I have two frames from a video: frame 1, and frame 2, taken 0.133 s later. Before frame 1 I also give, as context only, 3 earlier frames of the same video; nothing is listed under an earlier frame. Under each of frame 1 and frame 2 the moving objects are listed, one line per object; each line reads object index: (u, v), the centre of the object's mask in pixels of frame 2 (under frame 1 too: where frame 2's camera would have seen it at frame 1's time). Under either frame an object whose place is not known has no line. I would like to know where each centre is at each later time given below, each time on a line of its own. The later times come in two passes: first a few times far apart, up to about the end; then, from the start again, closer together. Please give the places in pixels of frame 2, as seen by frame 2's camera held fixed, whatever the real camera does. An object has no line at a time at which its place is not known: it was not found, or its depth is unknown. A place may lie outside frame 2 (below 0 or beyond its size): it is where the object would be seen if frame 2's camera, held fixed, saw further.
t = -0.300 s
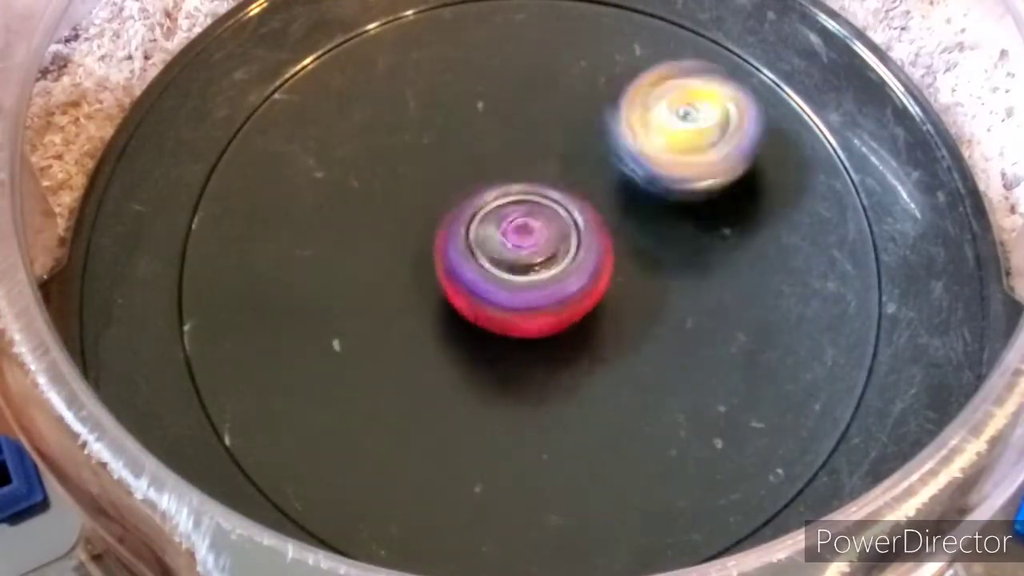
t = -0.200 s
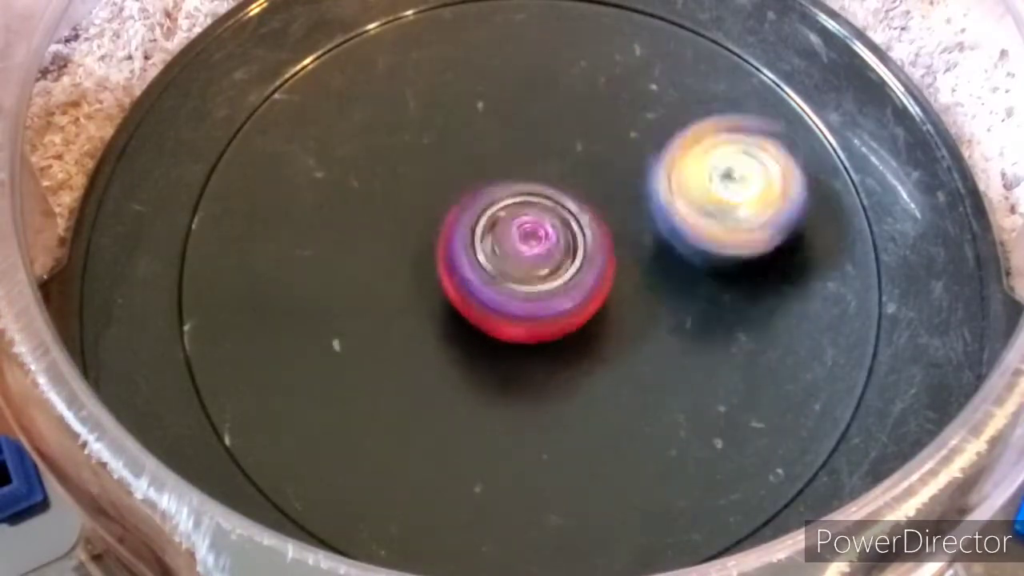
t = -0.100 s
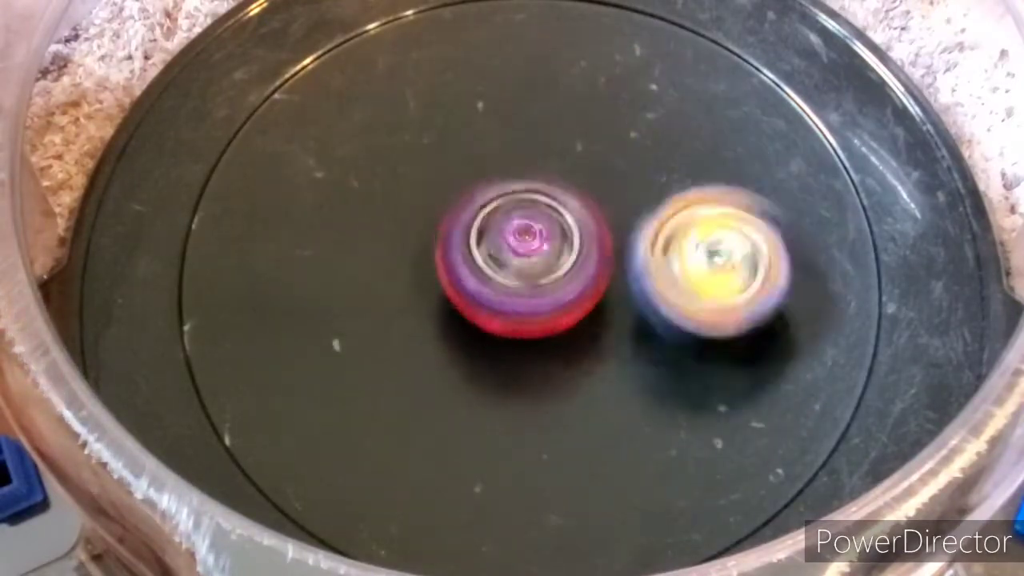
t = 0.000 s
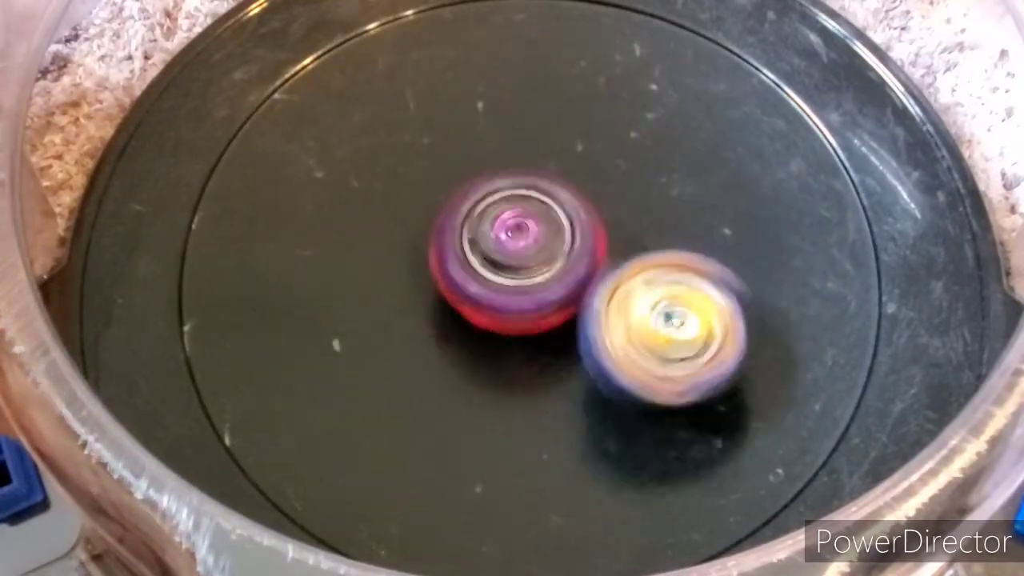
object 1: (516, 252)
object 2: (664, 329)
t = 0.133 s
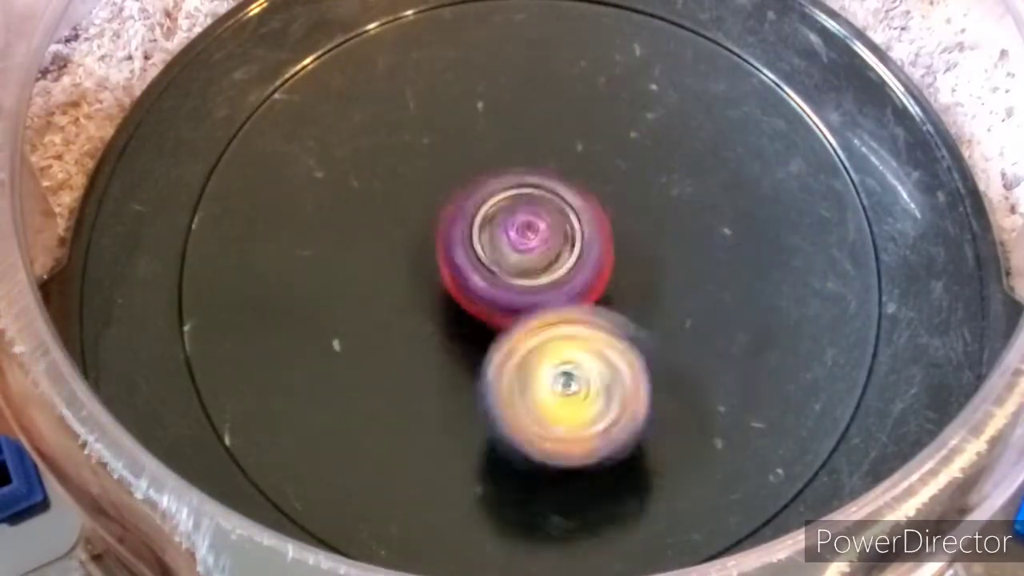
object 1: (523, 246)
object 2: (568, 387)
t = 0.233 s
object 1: (521, 236)
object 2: (480, 399)
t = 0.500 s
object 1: (523, 229)
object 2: (339, 278)
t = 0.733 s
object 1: (533, 244)
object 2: (399, 136)
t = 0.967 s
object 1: (528, 245)
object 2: (545, 89)
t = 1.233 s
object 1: (513, 250)
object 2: (680, 207)
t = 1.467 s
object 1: (512, 252)
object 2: (638, 354)
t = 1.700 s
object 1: (523, 236)
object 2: (457, 396)
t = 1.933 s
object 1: (534, 237)
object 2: (343, 295)
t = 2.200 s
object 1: (617, 240)
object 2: (365, 150)
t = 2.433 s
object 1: (624, 234)
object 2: (462, 104)
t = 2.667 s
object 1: (634, 275)
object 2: (530, 125)
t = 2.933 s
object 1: (585, 355)
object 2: (517, 197)
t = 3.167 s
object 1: (580, 362)
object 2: (459, 225)
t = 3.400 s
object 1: (548, 356)
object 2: (438, 211)
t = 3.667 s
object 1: (523, 337)
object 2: (484, 163)
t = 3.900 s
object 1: (525, 340)
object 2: (548, 169)
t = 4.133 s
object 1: (534, 350)
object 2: (545, 164)
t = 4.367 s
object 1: (508, 321)
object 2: (548, 166)
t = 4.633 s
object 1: (457, 286)
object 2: (576, 158)
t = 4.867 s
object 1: (454, 243)
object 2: (598, 163)
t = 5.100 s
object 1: (463, 211)
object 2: (654, 195)
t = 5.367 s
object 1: (497, 209)
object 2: (672, 236)
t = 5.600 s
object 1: (483, 219)
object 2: (675, 252)
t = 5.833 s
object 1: (483, 203)
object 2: (608, 253)
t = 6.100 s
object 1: (468, 217)
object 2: (593, 269)
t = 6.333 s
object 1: (465, 217)
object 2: (586, 276)
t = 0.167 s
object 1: (523, 245)
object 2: (537, 390)
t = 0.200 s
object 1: (523, 242)
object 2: (505, 395)
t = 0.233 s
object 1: (521, 236)
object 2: (480, 399)
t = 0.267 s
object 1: (522, 230)
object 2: (450, 398)
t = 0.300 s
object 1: (526, 229)
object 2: (418, 394)
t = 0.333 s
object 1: (527, 229)
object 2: (391, 383)
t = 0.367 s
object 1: (529, 230)
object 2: (370, 370)
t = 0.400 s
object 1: (525, 231)
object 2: (353, 347)
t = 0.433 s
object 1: (524, 229)
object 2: (341, 327)
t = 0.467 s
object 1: (523, 230)
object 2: (336, 302)
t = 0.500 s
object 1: (523, 229)
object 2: (339, 278)
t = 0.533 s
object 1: (525, 230)
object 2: (346, 255)
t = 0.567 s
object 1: (526, 231)
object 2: (358, 232)
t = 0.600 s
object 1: (528, 233)
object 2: (368, 213)
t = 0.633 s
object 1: (532, 237)
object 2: (372, 195)
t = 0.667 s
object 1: (537, 240)
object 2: (381, 174)
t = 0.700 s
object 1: (536, 242)
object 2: (389, 155)
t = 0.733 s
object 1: (533, 244)
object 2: (399, 136)
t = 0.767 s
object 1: (532, 244)
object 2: (411, 119)
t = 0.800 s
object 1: (531, 245)
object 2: (430, 103)
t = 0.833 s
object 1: (530, 244)
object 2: (450, 92)
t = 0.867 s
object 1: (530, 244)
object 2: (474, 85)
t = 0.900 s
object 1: (530, 243)
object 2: (497, 82)
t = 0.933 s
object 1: (530, 244)
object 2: (521, 84)
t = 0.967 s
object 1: (528, 245)
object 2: (545, 89)
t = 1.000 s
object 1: (526, 244)
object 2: (567, 99)
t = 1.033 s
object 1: (524, 249)
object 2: (590, 109)
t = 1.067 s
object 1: (521, 252)
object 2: (610, 117)
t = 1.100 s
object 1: (518, 251)
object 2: (628, 131)
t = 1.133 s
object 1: (514, 250)
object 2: (648, 146)
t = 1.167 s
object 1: (514, 250)
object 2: (662, 163)
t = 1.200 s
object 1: (513, 251)
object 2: (673, 184)
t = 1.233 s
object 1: (513, 250)
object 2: (680, 207)
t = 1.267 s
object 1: (513, 251)
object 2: (684, 230)
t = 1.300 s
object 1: (513, 251)
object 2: (684, 250)
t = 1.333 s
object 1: (513, 251)
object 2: (680, 272)
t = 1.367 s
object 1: (512, 252)
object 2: (673, 295)
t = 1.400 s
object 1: (512, 252)
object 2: (665, 315)
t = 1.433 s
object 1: (513, 253)
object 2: (652, 336)
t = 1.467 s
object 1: (512, 252)
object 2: (638, 354)
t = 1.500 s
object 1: (512, 250)
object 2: (616, 370)
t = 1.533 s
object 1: (513, 250)
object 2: (593, 383)
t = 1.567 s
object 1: (513, 249)
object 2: (567, 388)
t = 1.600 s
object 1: (514, 247)
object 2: (538, 388)
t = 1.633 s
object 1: (516, 245)
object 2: (511, 388)
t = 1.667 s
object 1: (520, 241)
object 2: (483, 393)
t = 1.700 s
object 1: (523, 236)
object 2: (457, 396)
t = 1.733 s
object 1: (527, 235)
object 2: (434, 396)
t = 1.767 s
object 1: (530, 237)
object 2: (406, 389)
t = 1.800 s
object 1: (533, 238)
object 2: (382, 378)
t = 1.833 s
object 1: (533, 237)
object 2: (364, 361)
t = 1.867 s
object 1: (533, 237)
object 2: (350, 342)
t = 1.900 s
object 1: (534, 237)
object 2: (342, 319)
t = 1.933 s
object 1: (534, 237)
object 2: (343, 295)
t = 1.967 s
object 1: (535, 237)
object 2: (349, 272)
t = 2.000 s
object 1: (537, 238)
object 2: (358, 249)
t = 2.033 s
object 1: (539, 237)
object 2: (369, 231)
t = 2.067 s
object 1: (543, 239)
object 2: (383, 213)
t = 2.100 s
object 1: (569, 239)
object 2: (370, 196)
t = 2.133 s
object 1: (589, 238)
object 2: (365, 183)
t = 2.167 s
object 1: (604, 239)
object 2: (364, 167)
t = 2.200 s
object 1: (617, 240)
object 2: (365, 150)
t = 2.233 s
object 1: (626, 238)
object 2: (365, 134)
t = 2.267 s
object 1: (631, 239)
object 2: (372, 118)
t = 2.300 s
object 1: (632, 239)
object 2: (384, 107)
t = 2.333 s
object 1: (631, 235)
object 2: (399, 98)
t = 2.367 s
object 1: (629, 235)
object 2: (419, 96)
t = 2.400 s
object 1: (626, 235)
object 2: (440, 99)
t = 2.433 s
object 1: (624, 234)
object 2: (462, 104)
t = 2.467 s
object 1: (620, 231)
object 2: (483, 113)
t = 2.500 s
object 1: (620, 230)
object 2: (502, 123)
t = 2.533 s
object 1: (625, 235)
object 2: (515, 128)
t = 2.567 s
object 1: (636, 249)
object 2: (511, 123)
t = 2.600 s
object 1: (643, 260)
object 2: (514, 122)
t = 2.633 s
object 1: (641, 269)
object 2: (520, 122)
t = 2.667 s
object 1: (634, 275)
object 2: (530, 125)
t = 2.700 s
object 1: (628, 284)
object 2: (541, 133)
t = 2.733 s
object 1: (622, 294)
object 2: (548, 144)
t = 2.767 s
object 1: (617, 302)
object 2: (548, 157)
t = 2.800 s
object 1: (610, 313)
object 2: (545, 169)
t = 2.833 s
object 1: (604, 327)
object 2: (542, 175)
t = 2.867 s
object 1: (596, 336)
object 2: (535, 180)
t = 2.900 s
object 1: (590, 346)
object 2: (525, 190)
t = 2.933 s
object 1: (585, 355)
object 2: (517, 197)
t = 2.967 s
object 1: (582, 361)
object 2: (506, 202)
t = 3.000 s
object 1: (579, 365)
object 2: (496, 206)
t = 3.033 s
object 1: (578, 366)
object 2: (487, 213)
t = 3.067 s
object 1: (579, 367)
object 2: (483, 215)
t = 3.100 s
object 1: (581, 366)
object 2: (473, 218)
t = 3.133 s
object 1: (582, 363)
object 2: (465, 222)
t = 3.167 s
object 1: (580, 362)
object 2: (459, 225)
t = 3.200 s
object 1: (578, 360)
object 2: (456, 227)
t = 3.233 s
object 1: (574, 358)
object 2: (451, 228)
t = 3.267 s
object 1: (567, 355)
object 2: (449, 230)
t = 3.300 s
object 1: (557, 352)
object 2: (449, 231)
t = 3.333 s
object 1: (556, 356)
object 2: (443, 223)
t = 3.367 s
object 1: (552, 358)
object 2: (437, 217)
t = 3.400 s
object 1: (548, 356)
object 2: (438, 211)
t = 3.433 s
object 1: (545, 350)
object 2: (438, 204)
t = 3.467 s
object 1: (540, 345)
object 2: (440, 199)
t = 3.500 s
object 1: (534, 341)
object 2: (441, 193)
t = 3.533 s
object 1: (529, 336)
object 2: (450, 191)
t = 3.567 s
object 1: (527, 328)
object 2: (461, 187)
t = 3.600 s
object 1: (523, 325)
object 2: (470, 181)
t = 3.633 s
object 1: (523, 333)
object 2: (474, 171)
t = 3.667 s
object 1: (523, 337)
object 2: (484, 163)
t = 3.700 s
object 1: (523, 336)
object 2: (495, 157)
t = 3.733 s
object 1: (524, 334)
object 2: (507, 154)
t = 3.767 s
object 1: (523, 332)
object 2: (518, 157)
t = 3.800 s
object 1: (523, 330)
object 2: (530, 164)
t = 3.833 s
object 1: (526, 326)
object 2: (536, 172)
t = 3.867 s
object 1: (529, 326)
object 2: (545, 179)
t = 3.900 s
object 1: (525, 340)
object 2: (548, 169)
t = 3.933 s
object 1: (522, 351)
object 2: (547, 165)
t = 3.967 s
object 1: (522, 356)
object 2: (547, 163)
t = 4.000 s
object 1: (525, 360)
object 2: (549, 162)
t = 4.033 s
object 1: (527, 361)
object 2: (553, 160)
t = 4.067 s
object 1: (532, 359)
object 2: (553, 159)
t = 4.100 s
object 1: (533, 356)
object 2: (548, 159)
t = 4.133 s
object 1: (534, 350)
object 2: (545, 164)
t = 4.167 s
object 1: (533, 342)
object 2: (545, 172)
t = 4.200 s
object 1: (532, 333)
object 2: (549, 177)
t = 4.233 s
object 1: (526, 330)
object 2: (553, 177)
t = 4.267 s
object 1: (520, 333)
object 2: (554, 166)
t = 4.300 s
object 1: (516, 330)
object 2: (551, 161)
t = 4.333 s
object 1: (512, 325)
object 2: (547, 163)
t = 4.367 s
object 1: (508, 321)
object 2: (548, 166)
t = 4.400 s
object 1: (503, 315)
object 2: (556, 171)
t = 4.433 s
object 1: (497, 309)
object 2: (565, 170)
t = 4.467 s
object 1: (490, 302)
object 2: (567, 172)
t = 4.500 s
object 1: (485, 295)
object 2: (566, 171)
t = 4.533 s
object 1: (478, 289)
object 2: (565, 170)
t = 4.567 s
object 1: (469, 290)
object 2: (568, 167)
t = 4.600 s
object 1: (462, 291)
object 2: (572, 162)
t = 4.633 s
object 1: (457, 286)
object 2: (576, 158)
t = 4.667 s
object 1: (453, 281)
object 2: (583, 154)
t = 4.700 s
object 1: (450, 276)
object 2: (588, 154)
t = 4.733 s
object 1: (447, 271)
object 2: (594, 153)
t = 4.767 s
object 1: (447, 265)
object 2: (597, 153)
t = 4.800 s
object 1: (449, 257)
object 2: (597, 154)
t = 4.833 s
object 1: (452, 249)
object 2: (599, 159)
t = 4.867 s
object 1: (454, 243)
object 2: (598, 163)
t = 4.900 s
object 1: (459, 238)
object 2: (601, 170)
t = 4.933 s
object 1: (462, 233)
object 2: (604, 176)
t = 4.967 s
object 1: (460, 228)
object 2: (618, 182)
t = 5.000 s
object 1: (460, 224)
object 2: (630, 187)
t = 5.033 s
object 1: (461, 221)
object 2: (637, 191)
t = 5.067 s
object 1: (462, 217)
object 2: (647, 193)
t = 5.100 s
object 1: (463, 211)
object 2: (654, 195)
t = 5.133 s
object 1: (464, 208)
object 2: (659, 202)
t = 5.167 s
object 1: (468, 206)
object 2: (665, 205)
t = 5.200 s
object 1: (473, 205)
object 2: (669, 209)
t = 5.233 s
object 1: (480, 202)
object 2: (673, 211)
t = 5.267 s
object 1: (487, 201)
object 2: (669, 214)
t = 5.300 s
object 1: (495, 203)
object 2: (666, 219)
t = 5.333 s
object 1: (501, 206)
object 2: (659, 229)
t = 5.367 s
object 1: (497, 209)
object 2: (672, 236)
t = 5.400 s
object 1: (493, 217)
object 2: (683, 242)
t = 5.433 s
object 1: (488, 223)
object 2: (691, 245)
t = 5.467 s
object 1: (483, 229)
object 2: (697, 249)
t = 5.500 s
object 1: (481, 229)
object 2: (698, 251)
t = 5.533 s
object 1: (481, 226)
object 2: (693, 251)
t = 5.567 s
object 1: (482, 223)
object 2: (685, 251)
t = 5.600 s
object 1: (483, 219)
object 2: (675, 252)
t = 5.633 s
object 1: (484, 215)
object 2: (661, 255)
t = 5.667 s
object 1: (487, 213)
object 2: (650, 258)
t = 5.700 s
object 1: (488, 211)
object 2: (638, 260)
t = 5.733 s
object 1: (489, 209)
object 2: (628, 256)
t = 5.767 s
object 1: (488, 207)
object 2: (618, 253)
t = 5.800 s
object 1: (485, 205)
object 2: (613, 252)
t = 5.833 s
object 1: (483, 203)
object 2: (608, 253)
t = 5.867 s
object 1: (482, 203)
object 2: (606, 254)
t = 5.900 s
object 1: (482, 205)
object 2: (607, 257)
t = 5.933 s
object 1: (479, 206)
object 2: (605, 258)
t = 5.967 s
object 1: (479, 209)
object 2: (603, 259)
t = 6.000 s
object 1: (477, 210)
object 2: (601, 262)
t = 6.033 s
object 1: (475, 212)
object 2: (598, 265)
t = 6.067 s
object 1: (472, 215)
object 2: (595, 267)
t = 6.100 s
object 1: (468, 217)
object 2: (593, 269)
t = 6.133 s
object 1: (467, 217)
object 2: (589, 270)
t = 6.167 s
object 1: (465, 218)
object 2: (587, 273)
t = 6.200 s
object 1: (465, 218)
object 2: (586, 275)
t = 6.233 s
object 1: (465, 218)
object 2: (585, 276)
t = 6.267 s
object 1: (465, 217)
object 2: (586, 276)
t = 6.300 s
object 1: (465, 217)
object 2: (585, 275)
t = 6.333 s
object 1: (465, 217)
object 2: (586, 276)
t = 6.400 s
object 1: (465, 217)
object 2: (585, 275)
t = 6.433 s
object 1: (465, 217)
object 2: (585, 276)
